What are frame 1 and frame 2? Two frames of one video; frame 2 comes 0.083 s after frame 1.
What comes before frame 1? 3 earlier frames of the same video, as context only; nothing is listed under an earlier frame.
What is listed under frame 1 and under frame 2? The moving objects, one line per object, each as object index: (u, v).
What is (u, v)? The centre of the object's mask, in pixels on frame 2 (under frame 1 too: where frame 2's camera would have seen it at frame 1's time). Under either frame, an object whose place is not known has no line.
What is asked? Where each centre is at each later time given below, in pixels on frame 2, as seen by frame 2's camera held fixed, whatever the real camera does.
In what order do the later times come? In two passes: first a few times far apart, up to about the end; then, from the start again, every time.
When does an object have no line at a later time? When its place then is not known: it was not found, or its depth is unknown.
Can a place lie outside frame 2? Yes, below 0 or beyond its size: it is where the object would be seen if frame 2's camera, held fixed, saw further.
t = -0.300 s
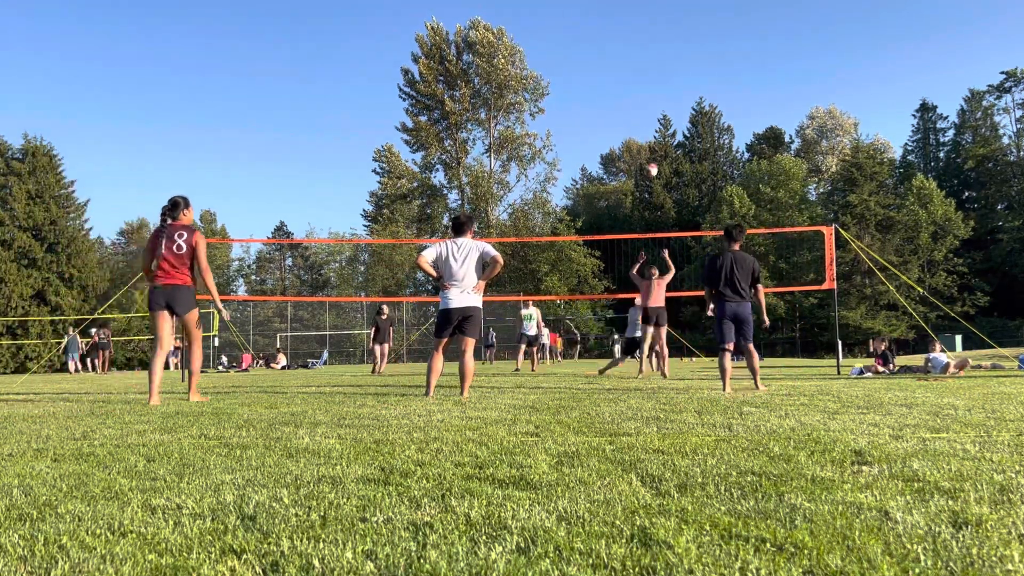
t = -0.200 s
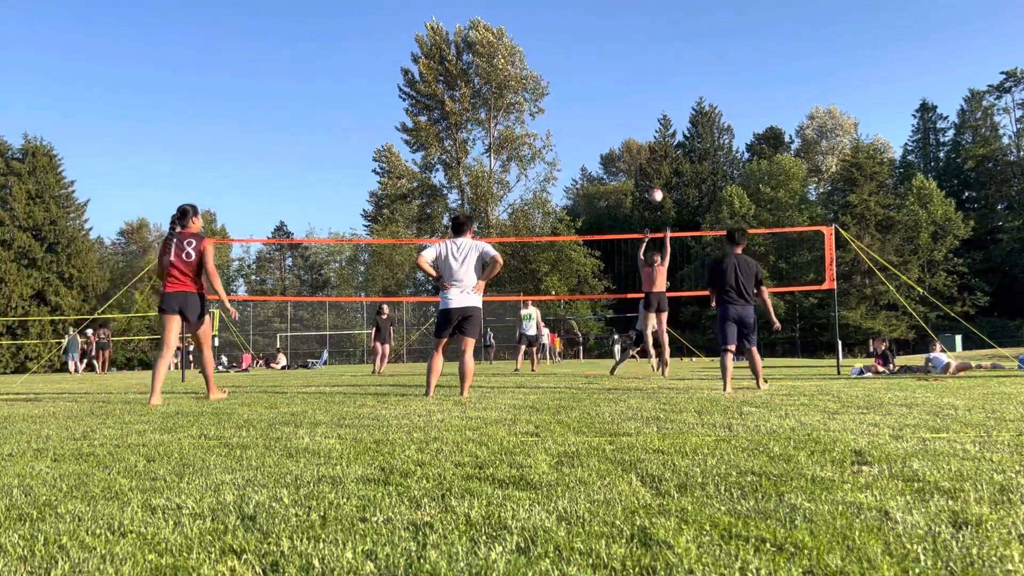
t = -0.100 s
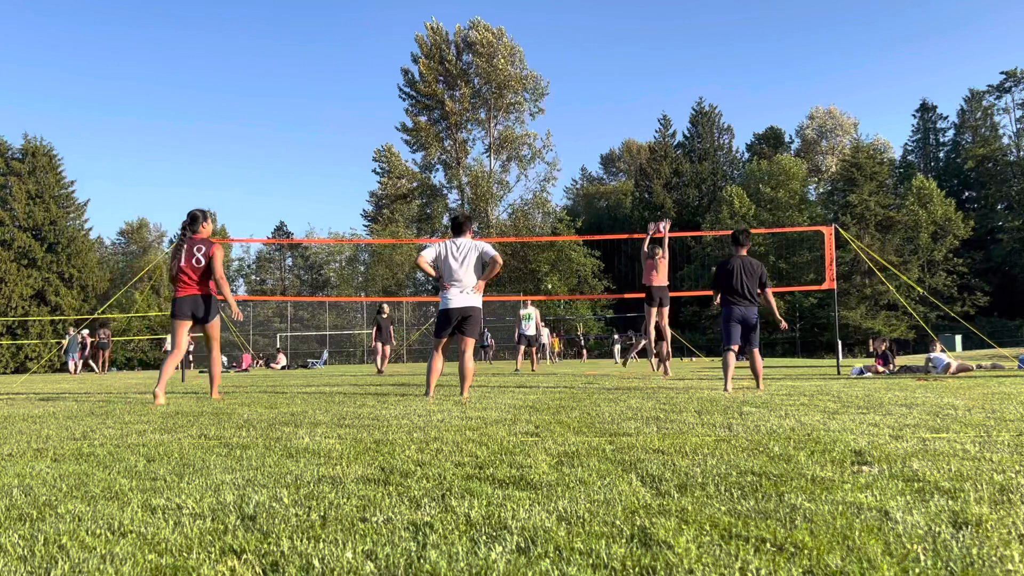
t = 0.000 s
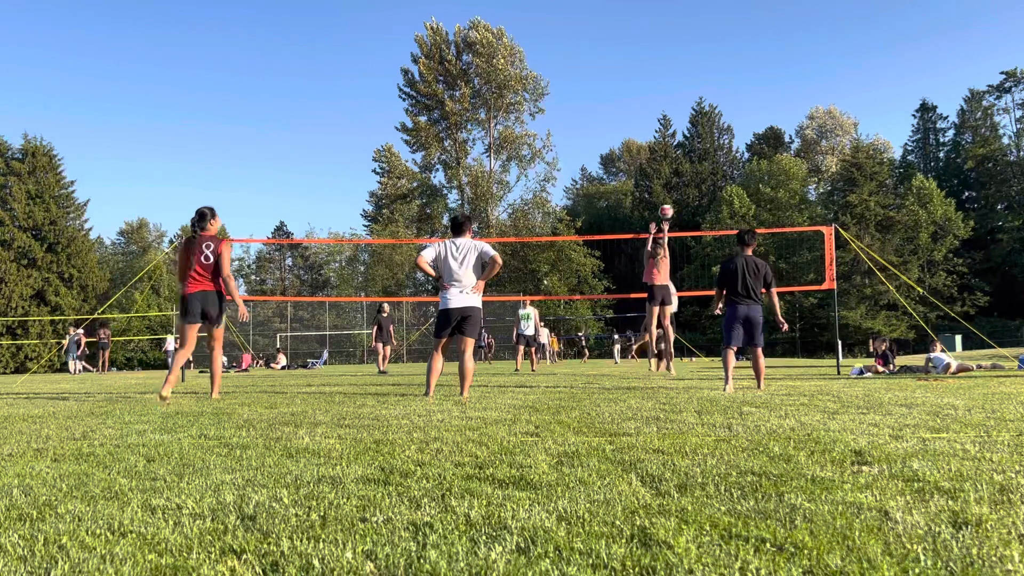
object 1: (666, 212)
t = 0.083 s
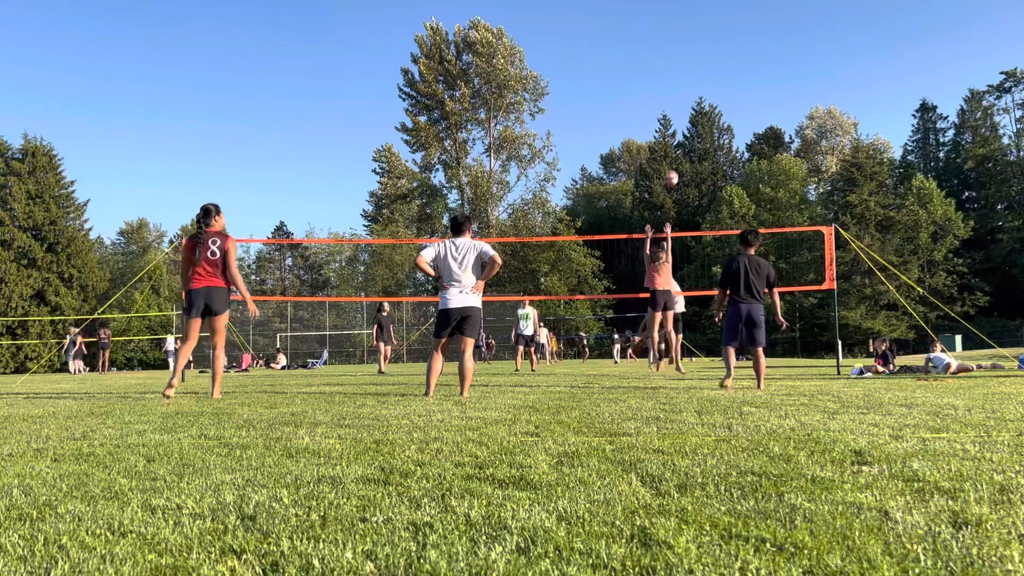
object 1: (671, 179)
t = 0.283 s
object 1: (683, 111)
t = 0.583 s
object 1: (708, 51)
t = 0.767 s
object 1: (726, 45)
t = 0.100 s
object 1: (672, 172)
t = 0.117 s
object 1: (673, 166)
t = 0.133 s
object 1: (674, 159)
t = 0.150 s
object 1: (676, 154)
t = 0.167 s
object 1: (675, 147)
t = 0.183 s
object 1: (677, 142)
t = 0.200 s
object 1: (678, 137)
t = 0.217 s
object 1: (679, 131)
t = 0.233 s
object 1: (680, 127)
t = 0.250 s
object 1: (681, 121)
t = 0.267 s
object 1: (682, 116)
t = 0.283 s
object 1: (683, 111)
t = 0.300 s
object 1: (685, 106)
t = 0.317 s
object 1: (686, 102)
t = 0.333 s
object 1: (687, 97)
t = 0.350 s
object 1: (688, 93)
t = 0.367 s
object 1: (690, 89)
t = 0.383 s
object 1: (691, 85)
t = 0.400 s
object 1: (692, 81)
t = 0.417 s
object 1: (694, 77)
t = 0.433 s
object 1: (695, 74)
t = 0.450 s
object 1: (697, 71)
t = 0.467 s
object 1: (698, 68)
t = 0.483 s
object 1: (699, 65)
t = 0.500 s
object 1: (701, 62)
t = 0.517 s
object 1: (702, 60)
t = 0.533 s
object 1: (703, 57)
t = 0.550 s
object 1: (705, 55)
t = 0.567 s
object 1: (706, 53)
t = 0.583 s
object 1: (708, 51)
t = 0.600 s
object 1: (709, 50)
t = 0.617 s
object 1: (711, 48)
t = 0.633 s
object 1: (713, 47)
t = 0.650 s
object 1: (714, 46)
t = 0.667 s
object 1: (716, 45)
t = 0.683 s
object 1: (718, 44)
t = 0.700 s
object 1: (720, 44)
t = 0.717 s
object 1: (721, 44)
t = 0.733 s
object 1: (723, 44)
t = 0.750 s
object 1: (725, 44)
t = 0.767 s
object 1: (726, 45)
